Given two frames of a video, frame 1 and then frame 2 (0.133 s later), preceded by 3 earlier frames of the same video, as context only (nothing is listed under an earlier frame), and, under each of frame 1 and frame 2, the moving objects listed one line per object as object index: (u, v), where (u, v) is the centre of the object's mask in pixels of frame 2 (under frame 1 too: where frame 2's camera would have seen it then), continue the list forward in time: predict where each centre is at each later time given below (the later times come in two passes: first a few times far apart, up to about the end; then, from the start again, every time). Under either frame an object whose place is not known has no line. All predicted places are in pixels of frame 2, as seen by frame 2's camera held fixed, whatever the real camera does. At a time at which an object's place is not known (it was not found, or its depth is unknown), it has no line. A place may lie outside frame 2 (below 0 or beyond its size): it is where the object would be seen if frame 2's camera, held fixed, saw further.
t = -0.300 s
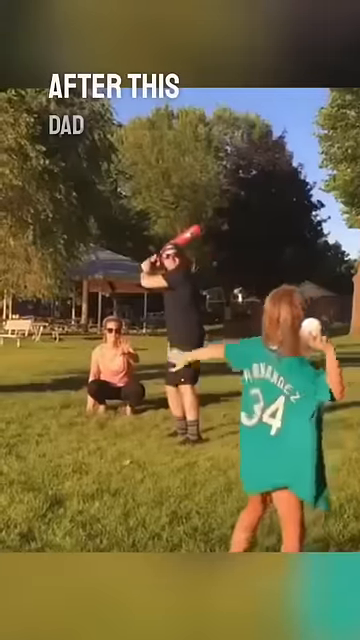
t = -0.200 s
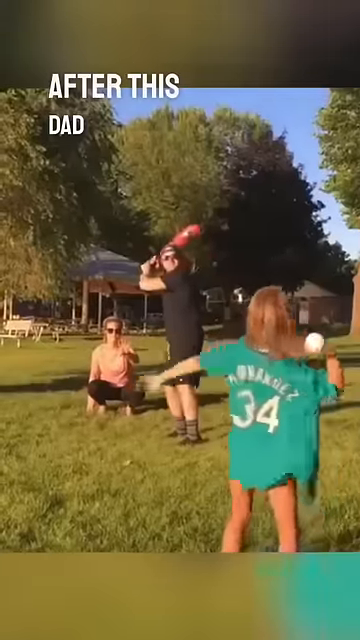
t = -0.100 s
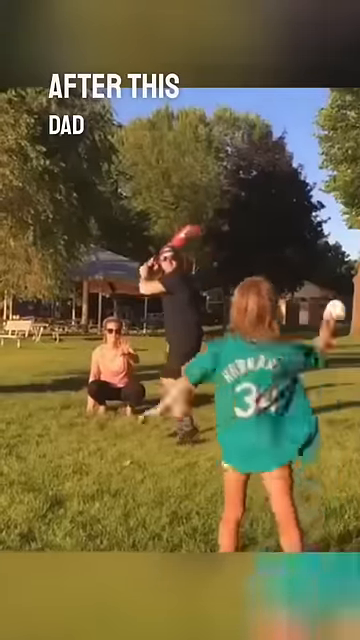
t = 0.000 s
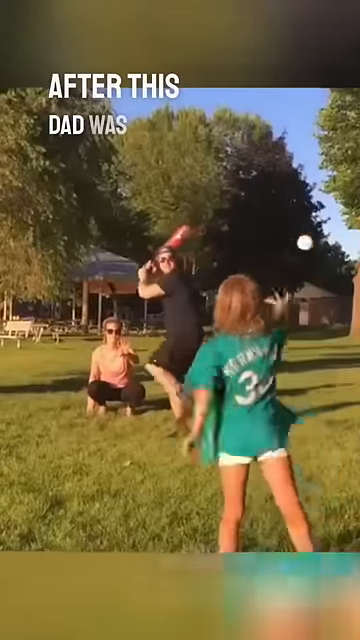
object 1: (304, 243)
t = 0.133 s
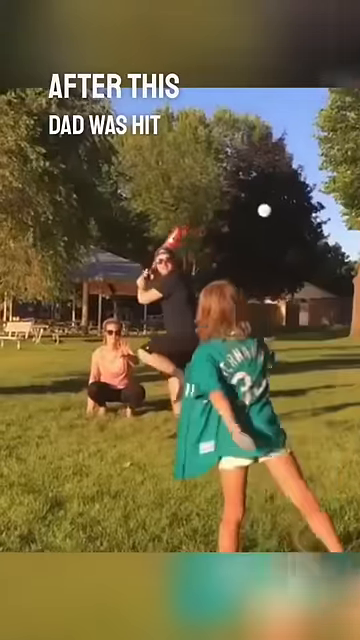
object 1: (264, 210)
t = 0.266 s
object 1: (236, 213)
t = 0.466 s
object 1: (205, 258)
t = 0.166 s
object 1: (256, 208)
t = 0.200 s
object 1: (248, 208)
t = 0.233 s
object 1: (242, 210)
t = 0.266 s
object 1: (236, 213)
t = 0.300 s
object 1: (230, 219)
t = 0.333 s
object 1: (224, 224)
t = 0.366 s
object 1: (219, 231)
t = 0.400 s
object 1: (214, 239)
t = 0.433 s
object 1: (209, 248)
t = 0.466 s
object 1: (205, 258)
